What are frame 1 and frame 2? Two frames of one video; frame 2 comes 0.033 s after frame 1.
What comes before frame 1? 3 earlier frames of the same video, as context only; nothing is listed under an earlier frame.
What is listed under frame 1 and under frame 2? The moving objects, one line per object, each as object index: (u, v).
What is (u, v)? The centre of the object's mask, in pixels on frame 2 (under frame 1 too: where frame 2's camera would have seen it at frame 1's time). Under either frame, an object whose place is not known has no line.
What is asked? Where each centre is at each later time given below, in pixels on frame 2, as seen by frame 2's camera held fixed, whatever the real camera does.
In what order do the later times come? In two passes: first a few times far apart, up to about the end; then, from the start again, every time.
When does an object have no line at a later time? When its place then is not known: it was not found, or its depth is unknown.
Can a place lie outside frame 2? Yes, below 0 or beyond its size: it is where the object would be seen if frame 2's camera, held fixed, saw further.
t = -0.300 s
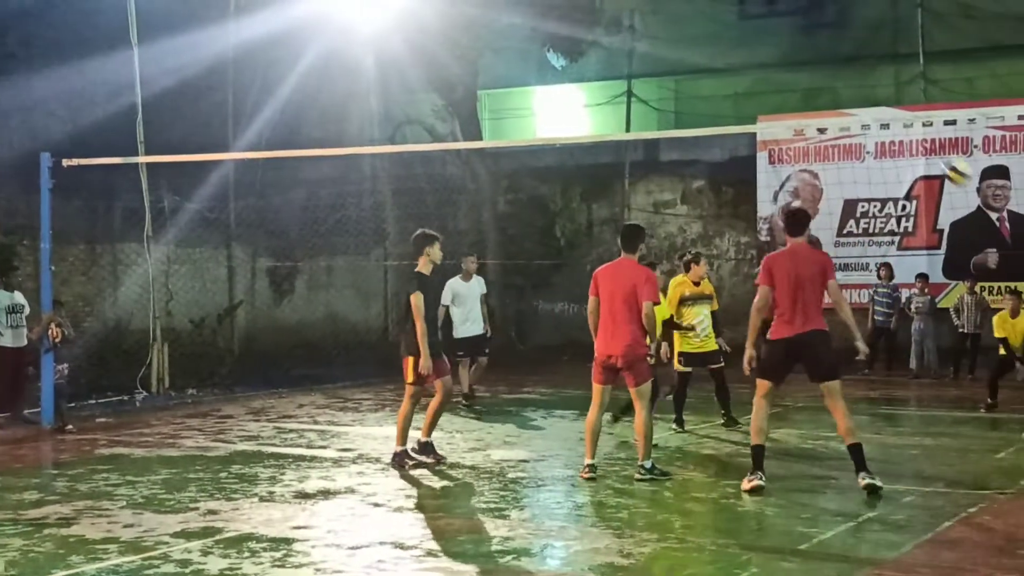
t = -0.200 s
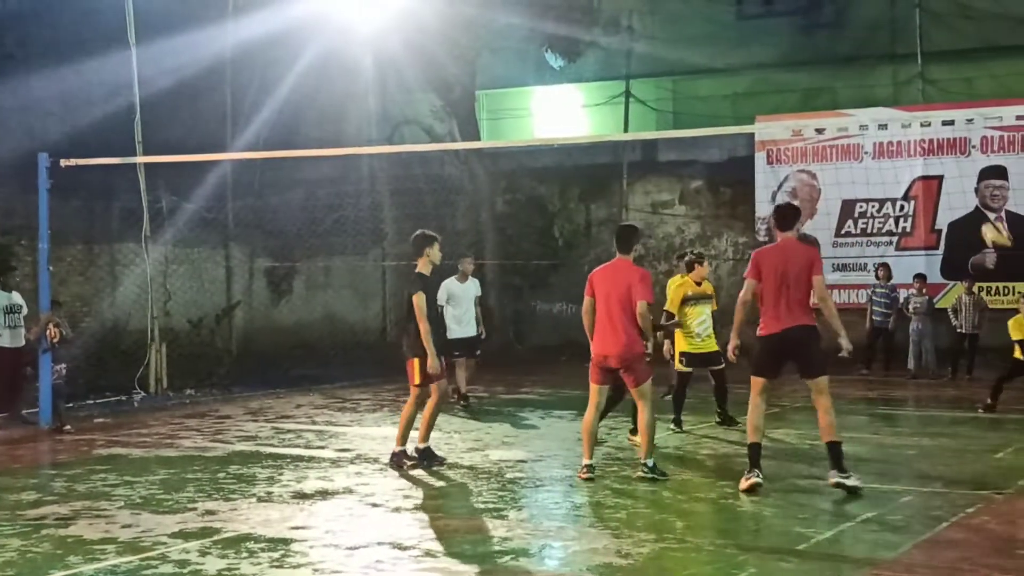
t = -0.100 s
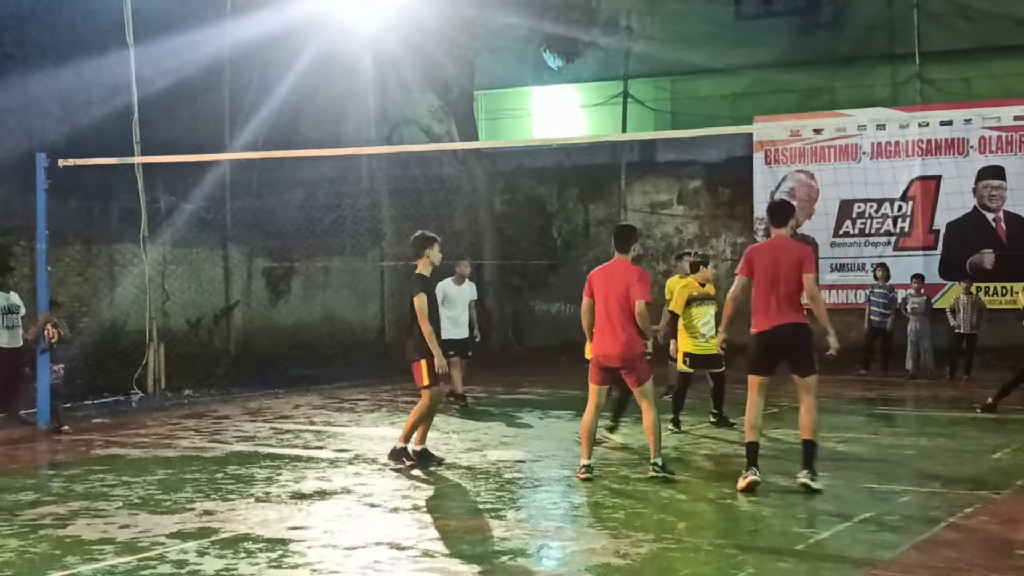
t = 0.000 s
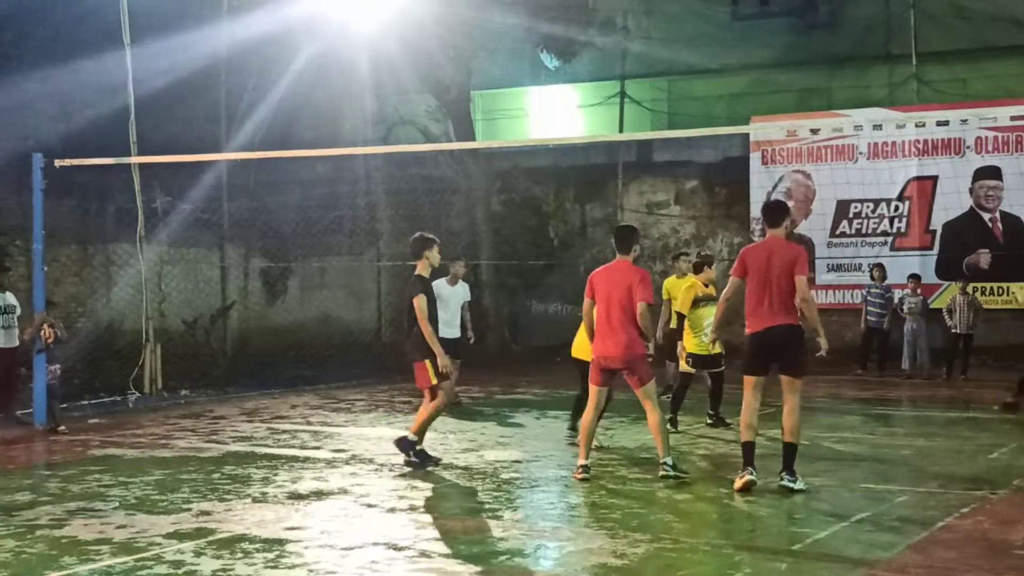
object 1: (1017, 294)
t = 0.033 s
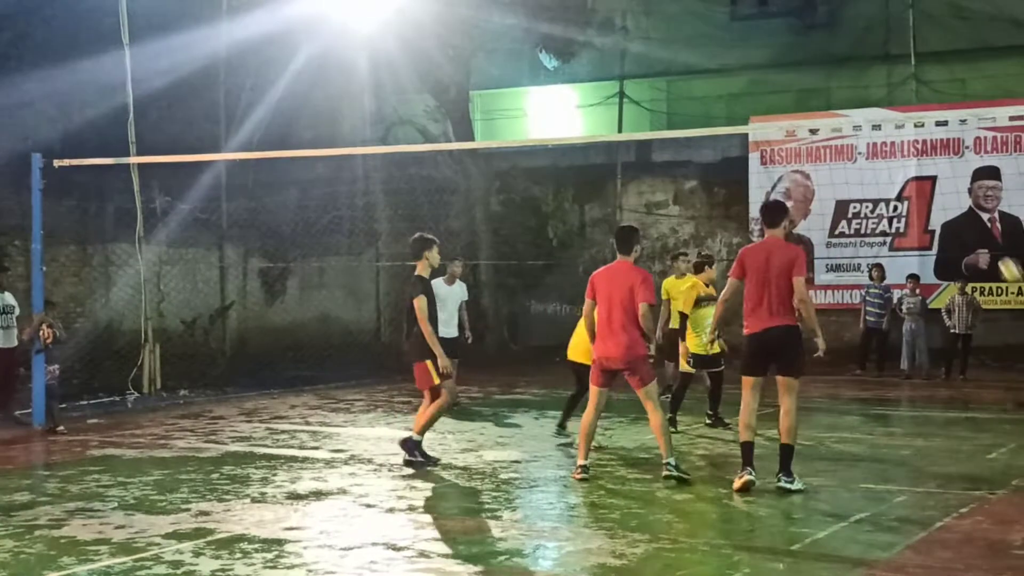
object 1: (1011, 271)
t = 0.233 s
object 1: (941, 151)
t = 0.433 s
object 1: (868, 67)
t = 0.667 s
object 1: (782, 22)
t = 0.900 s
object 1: (694, 33)
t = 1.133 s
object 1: (604, 98)
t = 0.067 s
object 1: (999, 247)
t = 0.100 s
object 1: (989, 228)
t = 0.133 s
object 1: (976, 206)
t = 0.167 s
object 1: (964, 189)
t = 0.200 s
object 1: (951, 169)
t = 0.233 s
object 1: (941, 151)
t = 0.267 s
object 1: (930, 134)
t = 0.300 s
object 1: (916, 117)
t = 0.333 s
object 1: (904, 104)
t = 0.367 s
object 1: (892, 89)
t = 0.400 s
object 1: (880, 78)
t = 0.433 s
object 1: (868, 67)
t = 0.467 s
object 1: (855, 57)
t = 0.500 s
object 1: (844, 49)
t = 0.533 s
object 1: (831, 40)
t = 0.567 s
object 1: (819, 34)
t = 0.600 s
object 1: (806, 28)
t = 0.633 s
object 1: (794, 24)
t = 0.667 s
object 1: (782, 22)
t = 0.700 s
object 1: (770, 19)
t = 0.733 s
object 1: (757, 19)
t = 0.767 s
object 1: (745, 18)
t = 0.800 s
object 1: (732, 20)
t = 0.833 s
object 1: (719, 23)
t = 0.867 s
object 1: (707, 26)
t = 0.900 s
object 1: (694, 33)
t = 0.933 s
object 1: (681, 38)
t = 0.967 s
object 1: (669, 45)
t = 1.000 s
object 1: (655, 55)
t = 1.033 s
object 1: (642, 65)
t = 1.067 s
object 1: (631, 75)
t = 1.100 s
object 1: (617, 87)
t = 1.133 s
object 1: (604, 98)
